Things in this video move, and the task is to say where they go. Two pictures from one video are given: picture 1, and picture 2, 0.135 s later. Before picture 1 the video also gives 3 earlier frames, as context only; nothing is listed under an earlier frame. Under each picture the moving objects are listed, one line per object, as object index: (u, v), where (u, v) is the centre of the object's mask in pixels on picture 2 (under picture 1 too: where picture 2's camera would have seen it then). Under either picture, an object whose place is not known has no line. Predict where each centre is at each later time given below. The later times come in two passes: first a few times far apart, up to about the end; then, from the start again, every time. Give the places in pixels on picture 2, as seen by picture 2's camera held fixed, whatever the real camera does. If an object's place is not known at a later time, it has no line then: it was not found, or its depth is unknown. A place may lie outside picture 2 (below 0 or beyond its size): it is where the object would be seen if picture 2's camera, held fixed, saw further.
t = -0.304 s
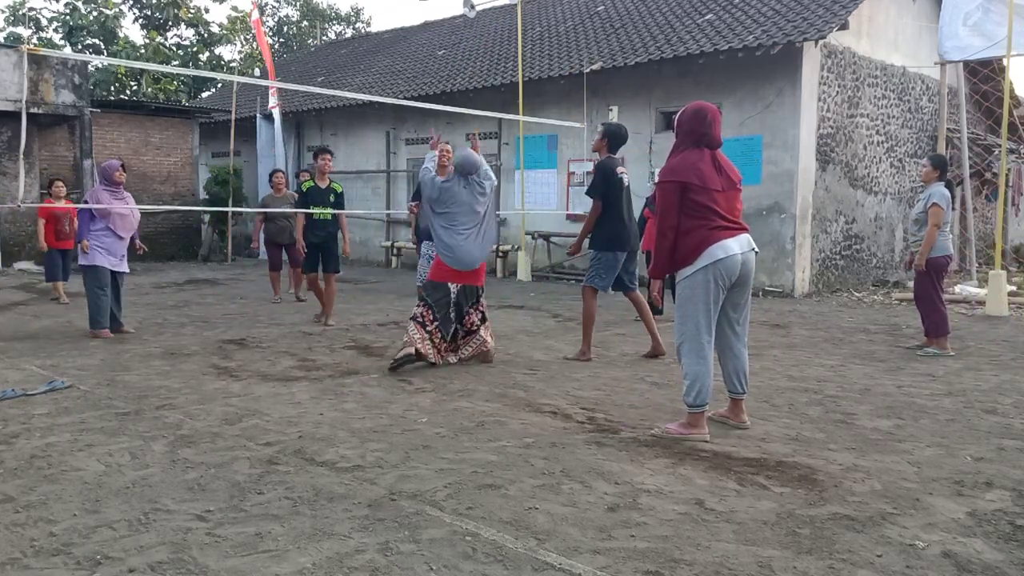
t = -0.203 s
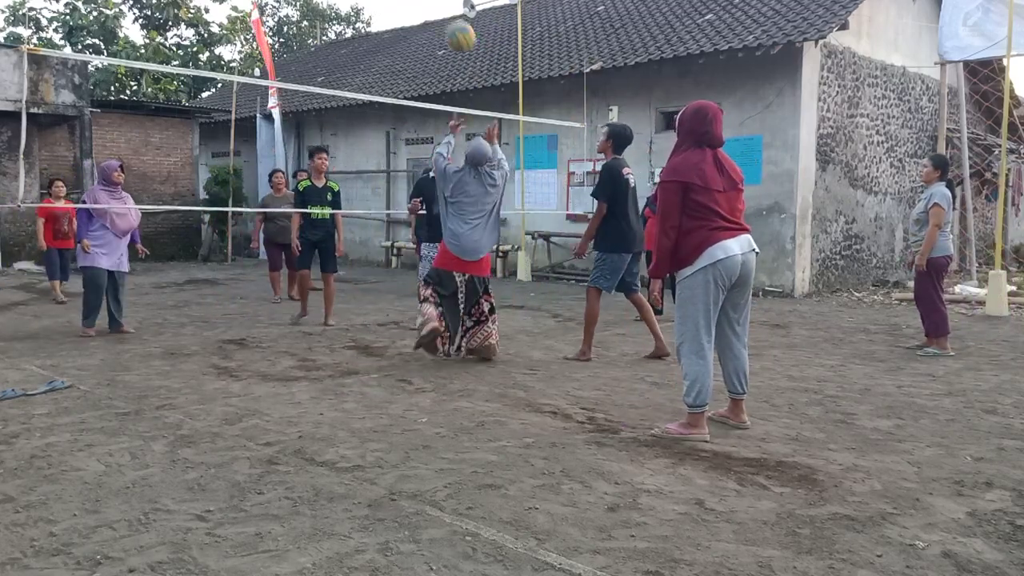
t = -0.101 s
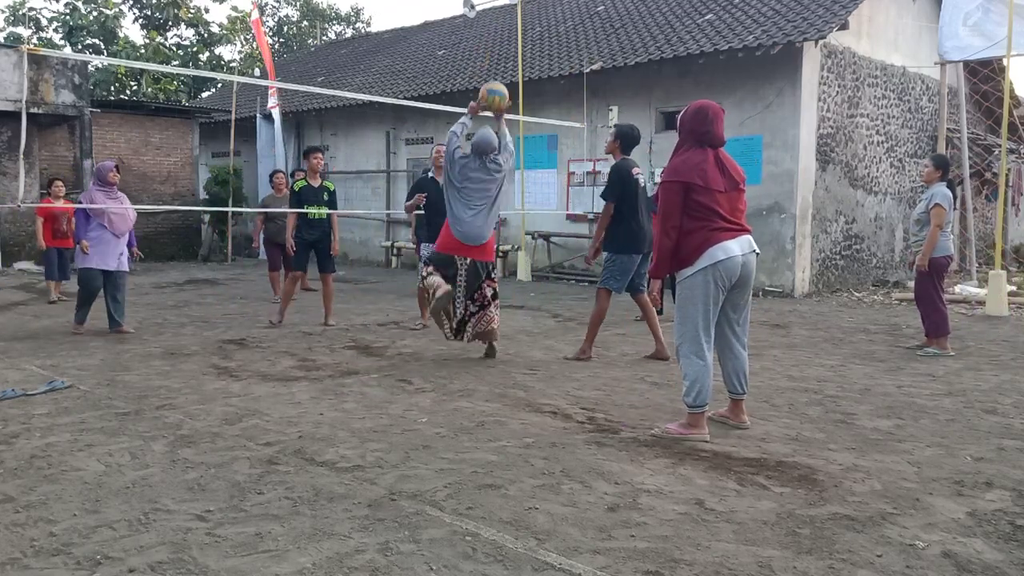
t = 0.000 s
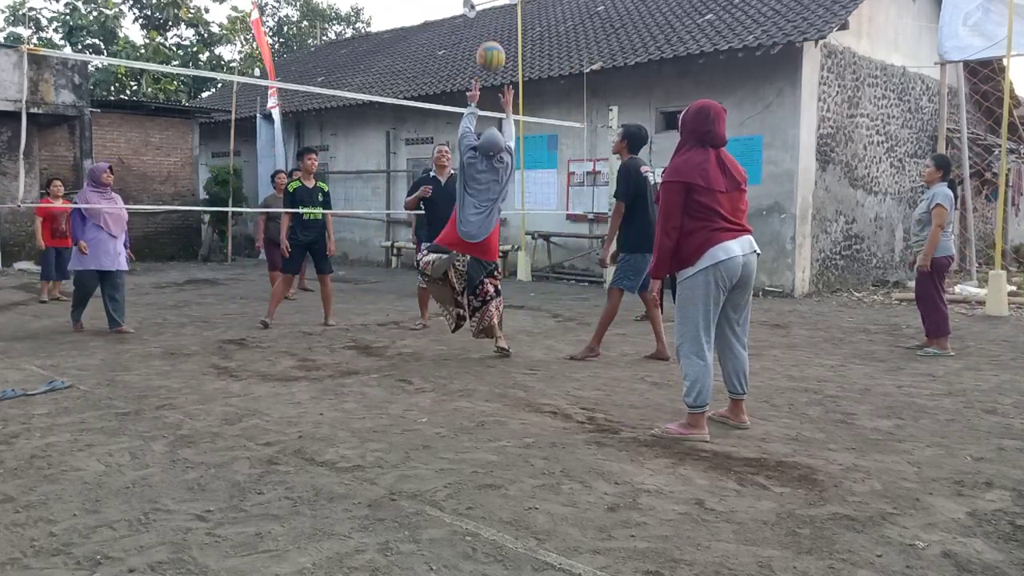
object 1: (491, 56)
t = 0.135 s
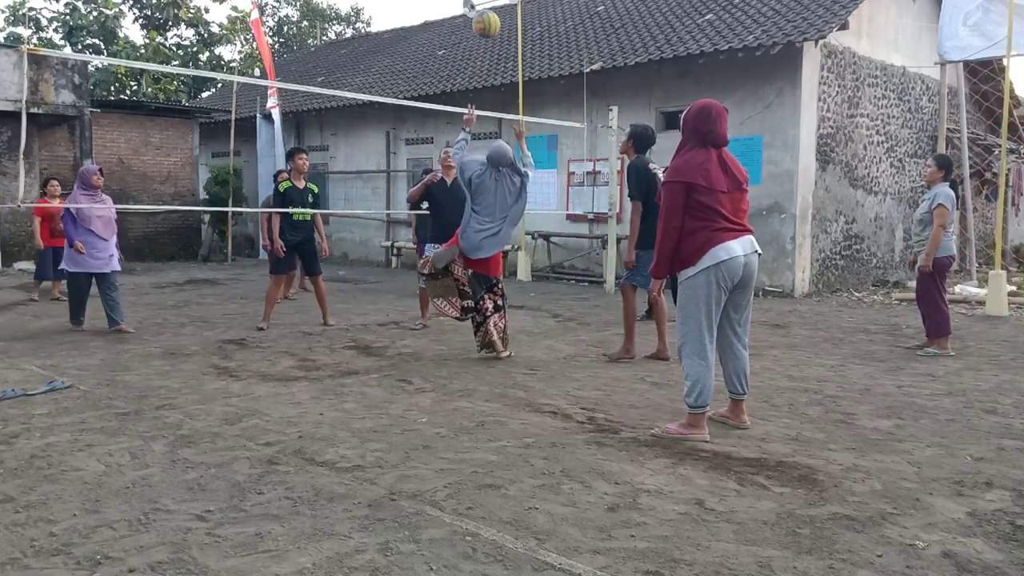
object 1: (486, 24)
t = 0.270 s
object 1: (482, 18)
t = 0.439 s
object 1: (479, 41)
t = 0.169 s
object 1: (485, 20)
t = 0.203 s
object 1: (484, 18)
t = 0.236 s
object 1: (483, 17)
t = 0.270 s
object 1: (482, 18)
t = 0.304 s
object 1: (482, 20)
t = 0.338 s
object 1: (481, 23)
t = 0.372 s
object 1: (480, 28)
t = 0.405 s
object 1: (480, 34)
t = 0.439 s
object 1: (479, 41)
